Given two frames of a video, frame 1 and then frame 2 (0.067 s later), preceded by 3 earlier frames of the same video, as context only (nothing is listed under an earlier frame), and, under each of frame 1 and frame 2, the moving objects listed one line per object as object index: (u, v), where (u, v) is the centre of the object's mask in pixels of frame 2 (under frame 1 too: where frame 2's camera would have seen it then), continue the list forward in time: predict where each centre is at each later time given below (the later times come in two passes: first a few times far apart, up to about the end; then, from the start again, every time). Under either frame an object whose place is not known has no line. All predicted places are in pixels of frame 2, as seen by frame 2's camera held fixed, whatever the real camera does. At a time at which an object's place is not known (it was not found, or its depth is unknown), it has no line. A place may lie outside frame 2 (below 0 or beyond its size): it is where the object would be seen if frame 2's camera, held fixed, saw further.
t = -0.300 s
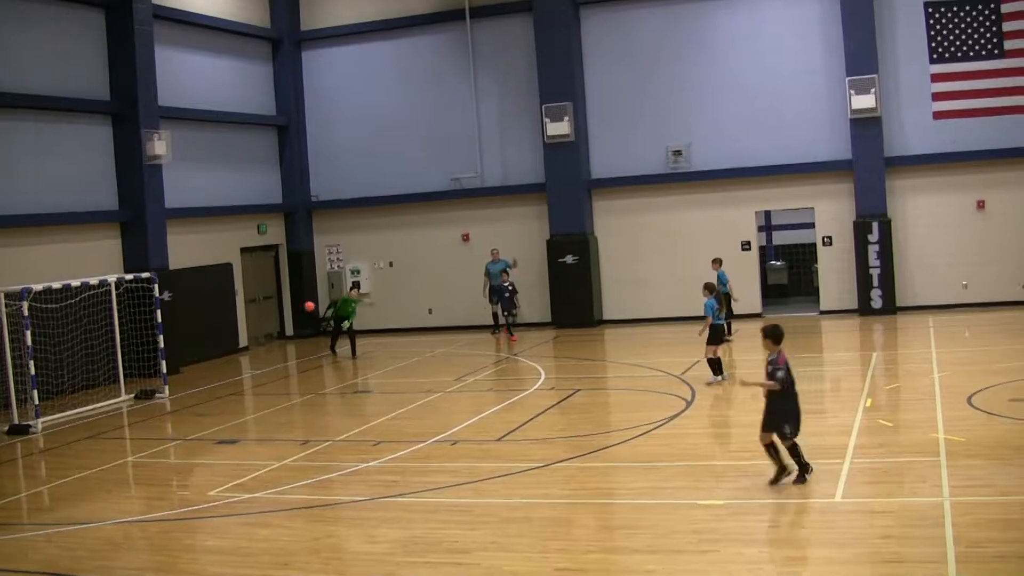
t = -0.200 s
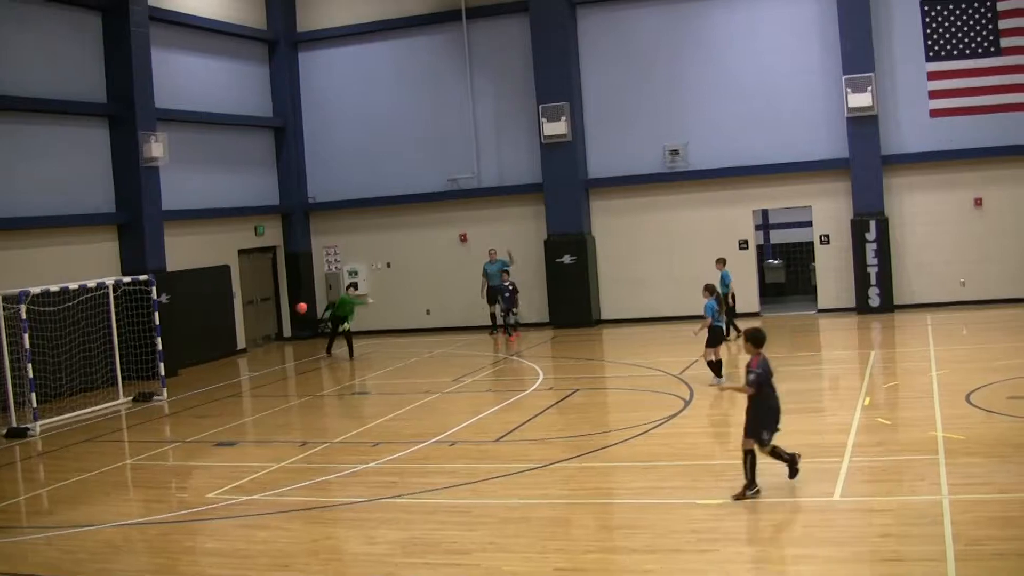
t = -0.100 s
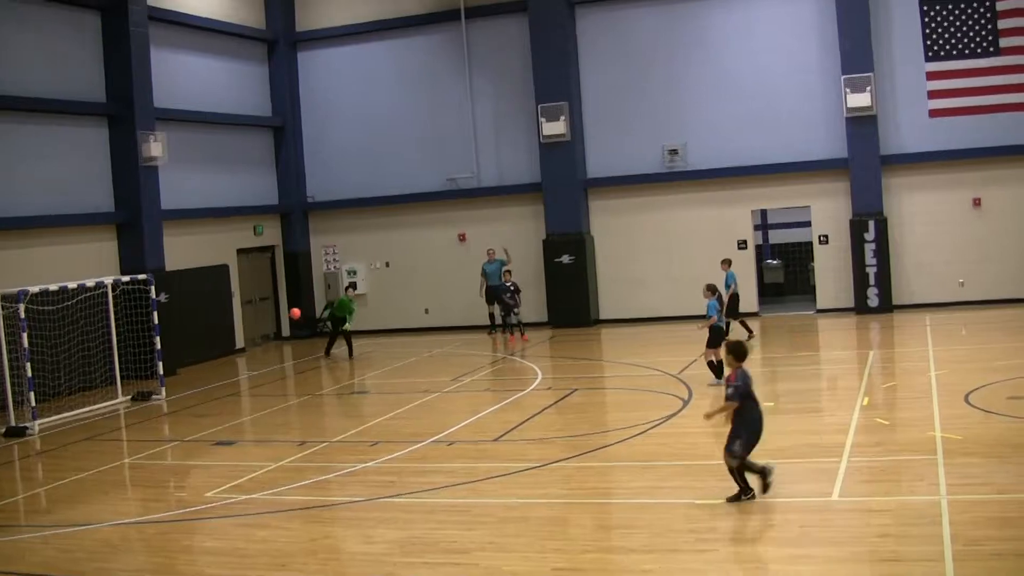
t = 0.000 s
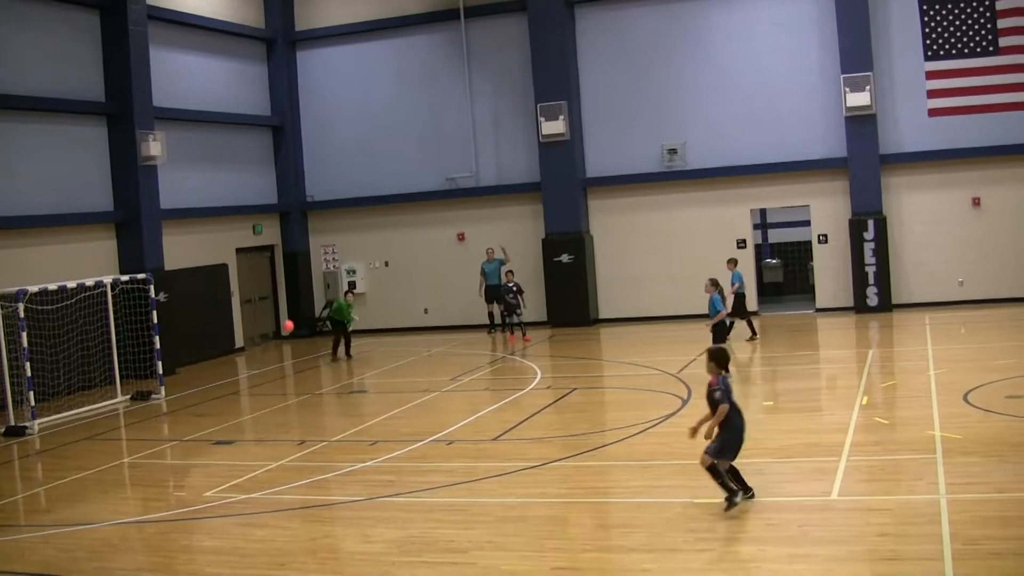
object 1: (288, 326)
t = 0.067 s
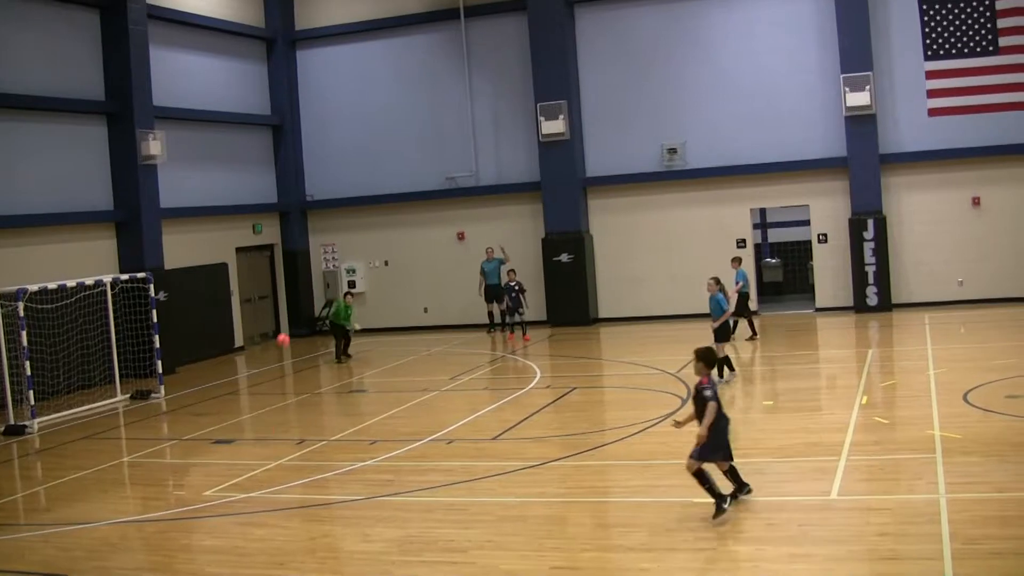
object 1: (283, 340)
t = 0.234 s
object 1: (270, 395)
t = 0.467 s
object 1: (244, 436)
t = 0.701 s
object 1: (206, 468)
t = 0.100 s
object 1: (282, 349)
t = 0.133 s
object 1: (279, 358)
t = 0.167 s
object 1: (277, 370)
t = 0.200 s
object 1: (274, 382)
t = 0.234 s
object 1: (270, 395)
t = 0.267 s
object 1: (270, 414)
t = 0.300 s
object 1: (266, 430)
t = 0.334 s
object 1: (263, 444)
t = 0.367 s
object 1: (259, 441)
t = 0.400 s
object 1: (254, 438)
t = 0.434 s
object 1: (249, 437)
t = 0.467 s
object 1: (244, 436)
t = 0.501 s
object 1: (239, 437)
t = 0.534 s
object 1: (234, 439)
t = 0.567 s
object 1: (228, 441)
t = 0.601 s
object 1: (222, 446)
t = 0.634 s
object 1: (217, 452)
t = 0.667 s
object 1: (211, 459)
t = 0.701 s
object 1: (206, 468)
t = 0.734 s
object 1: (199, 477)
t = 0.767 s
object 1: (194, 490)
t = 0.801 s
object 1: (189, 505)
